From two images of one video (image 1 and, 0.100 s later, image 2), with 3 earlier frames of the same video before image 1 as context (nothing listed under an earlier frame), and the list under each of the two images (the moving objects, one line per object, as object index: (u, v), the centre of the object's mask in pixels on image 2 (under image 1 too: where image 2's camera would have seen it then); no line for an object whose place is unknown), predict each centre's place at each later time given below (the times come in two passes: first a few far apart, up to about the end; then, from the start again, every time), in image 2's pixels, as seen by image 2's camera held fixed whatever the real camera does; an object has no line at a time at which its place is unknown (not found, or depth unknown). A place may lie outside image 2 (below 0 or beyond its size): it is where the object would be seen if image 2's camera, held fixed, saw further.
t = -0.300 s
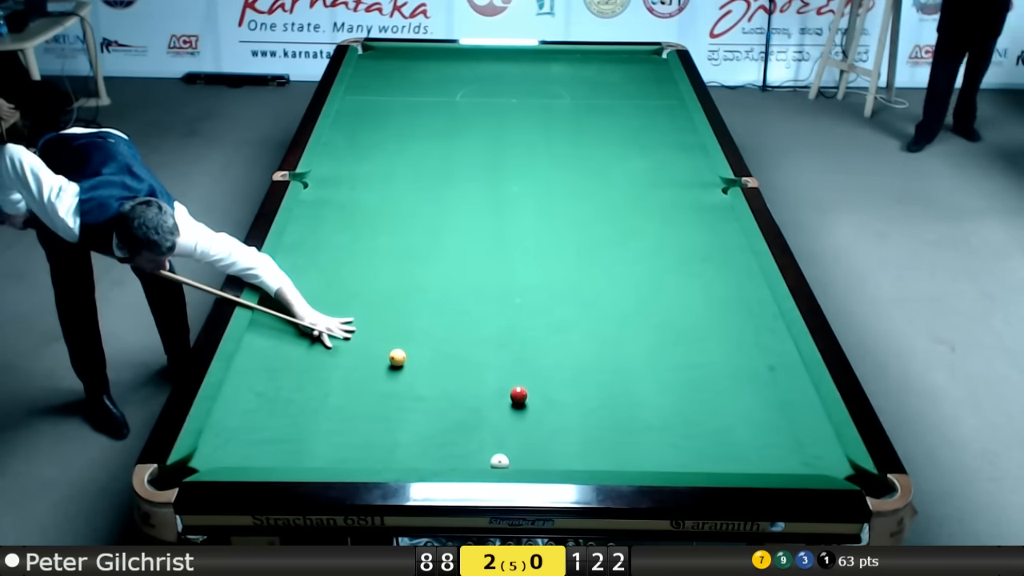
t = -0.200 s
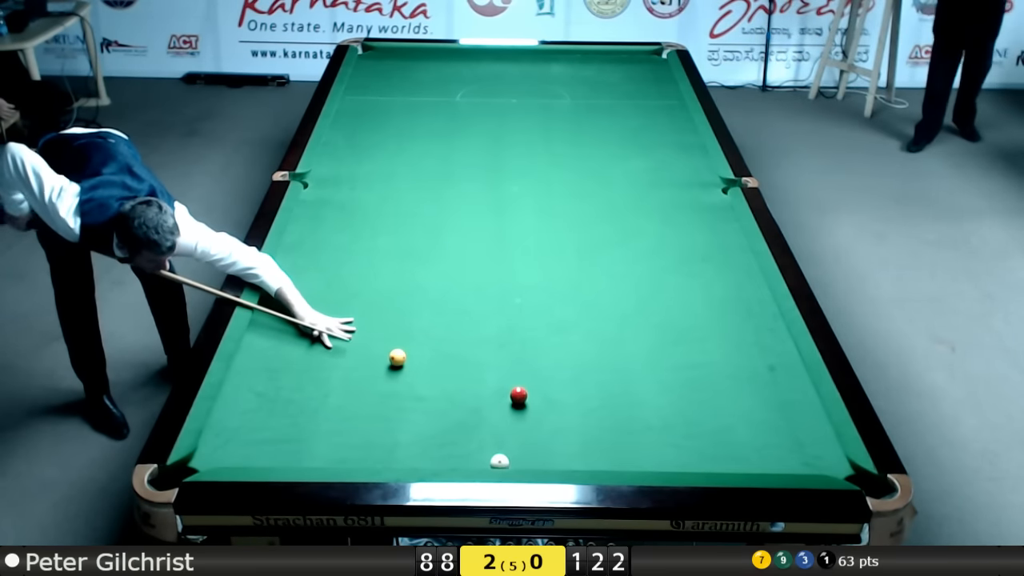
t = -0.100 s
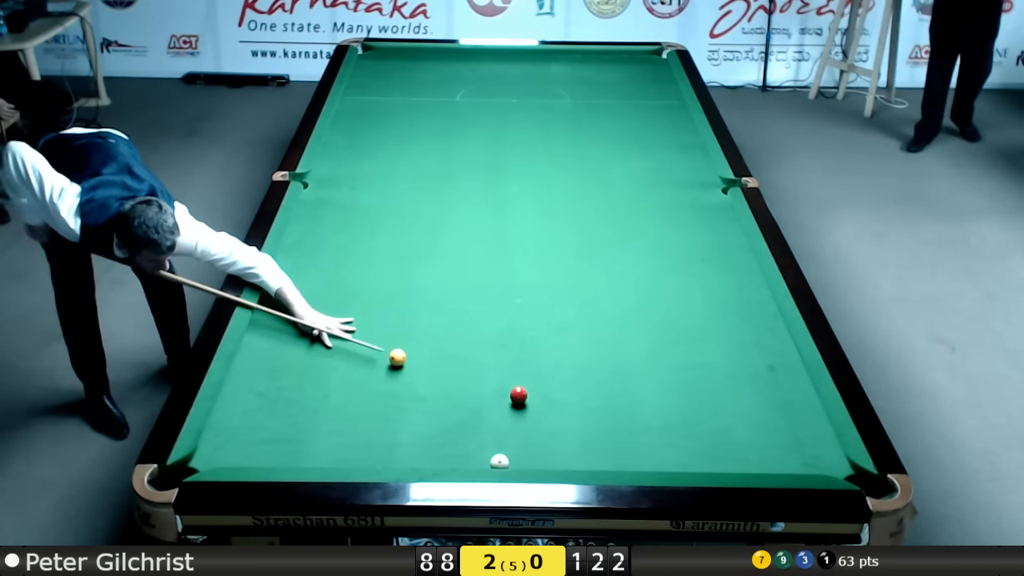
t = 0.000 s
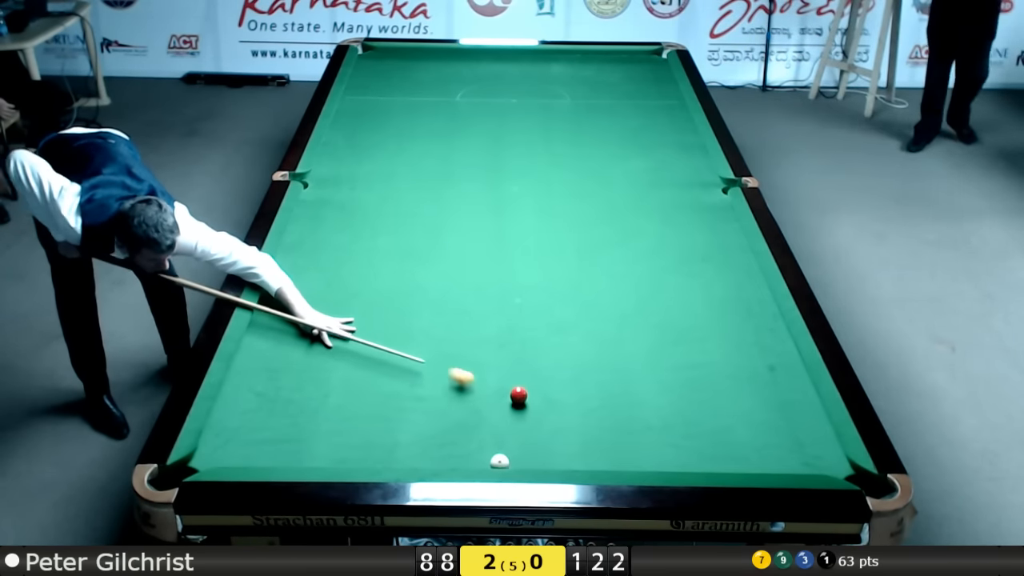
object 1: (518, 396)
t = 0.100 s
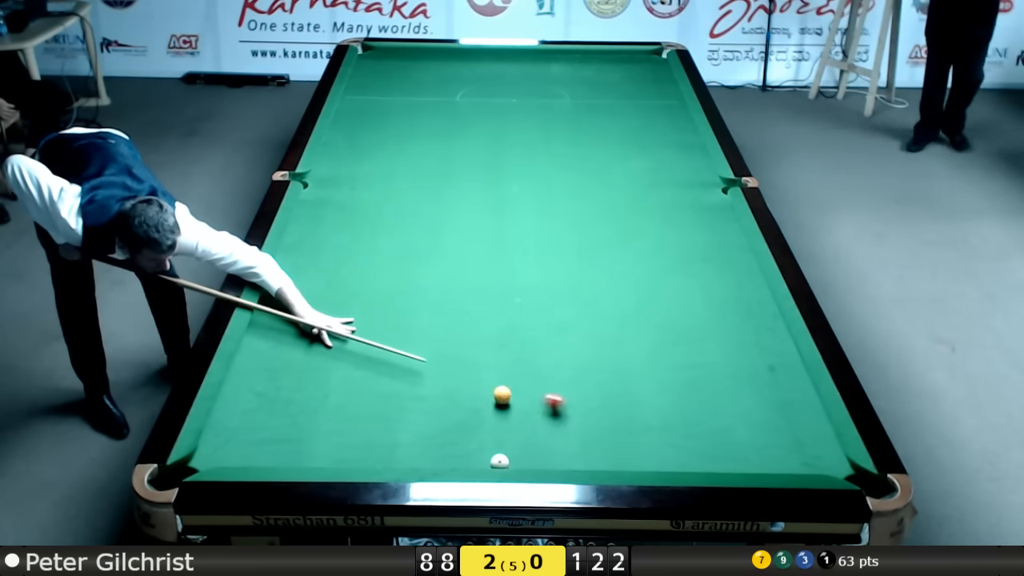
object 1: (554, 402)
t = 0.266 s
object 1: (673, 429)
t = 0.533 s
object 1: (843, 468)
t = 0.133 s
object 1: (578, 407)
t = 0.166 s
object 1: (602, 413)
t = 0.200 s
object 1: (627, 418)
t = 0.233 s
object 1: (650, 424)
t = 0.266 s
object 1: (673, 429)
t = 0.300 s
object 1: (695, 434)
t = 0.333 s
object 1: (717, 439)
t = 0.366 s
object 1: (739, 444)
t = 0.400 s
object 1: (760, 449)
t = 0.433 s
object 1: (780, 454)
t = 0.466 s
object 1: (800, 458)
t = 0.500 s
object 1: (821, 463)
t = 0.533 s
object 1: (843, 468)
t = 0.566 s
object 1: (856, 476)
